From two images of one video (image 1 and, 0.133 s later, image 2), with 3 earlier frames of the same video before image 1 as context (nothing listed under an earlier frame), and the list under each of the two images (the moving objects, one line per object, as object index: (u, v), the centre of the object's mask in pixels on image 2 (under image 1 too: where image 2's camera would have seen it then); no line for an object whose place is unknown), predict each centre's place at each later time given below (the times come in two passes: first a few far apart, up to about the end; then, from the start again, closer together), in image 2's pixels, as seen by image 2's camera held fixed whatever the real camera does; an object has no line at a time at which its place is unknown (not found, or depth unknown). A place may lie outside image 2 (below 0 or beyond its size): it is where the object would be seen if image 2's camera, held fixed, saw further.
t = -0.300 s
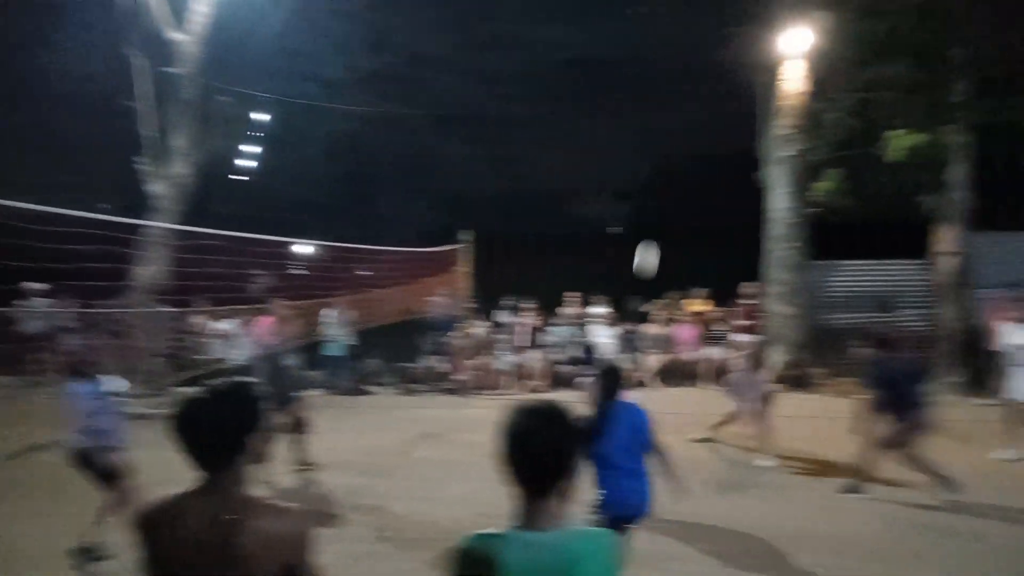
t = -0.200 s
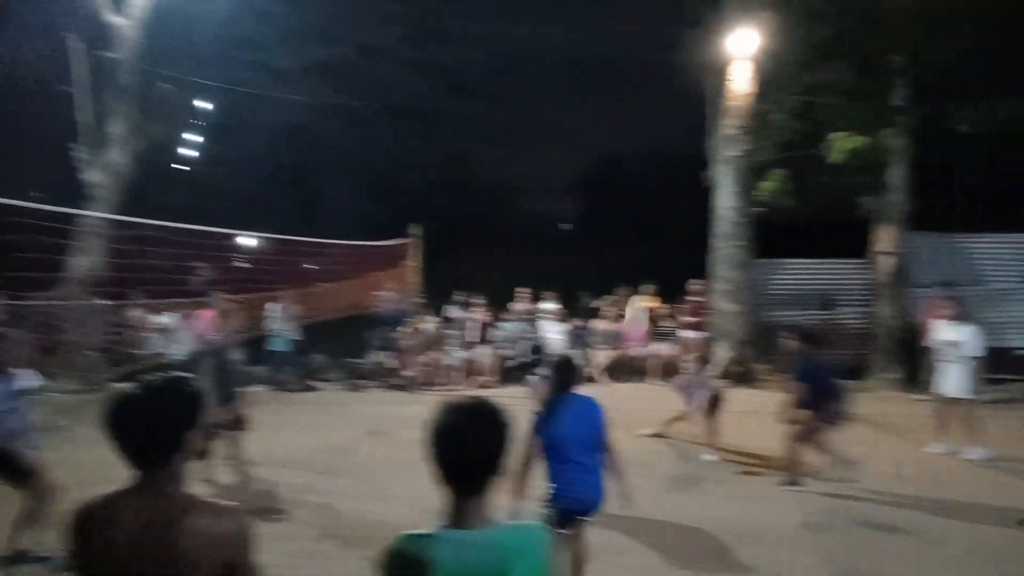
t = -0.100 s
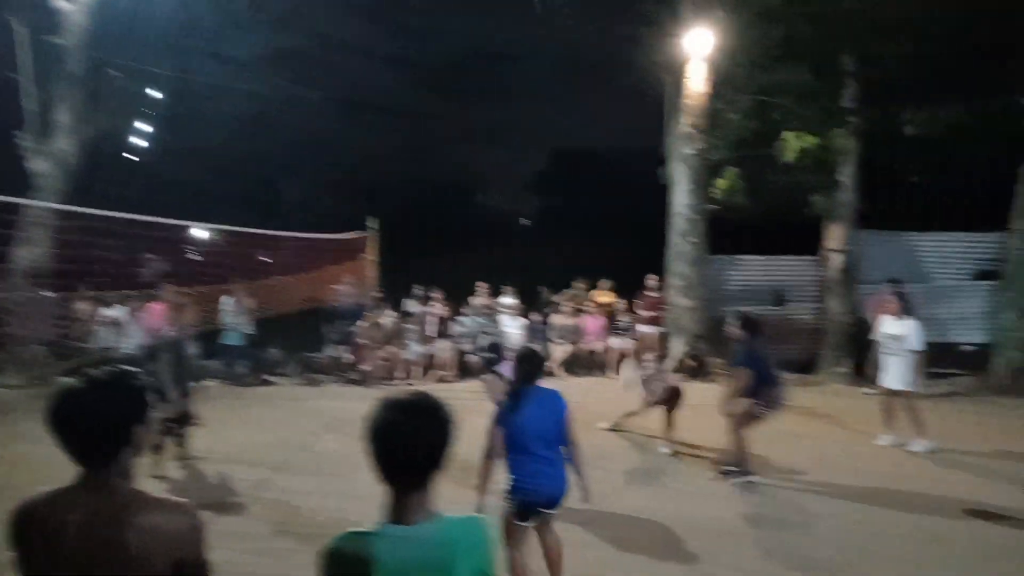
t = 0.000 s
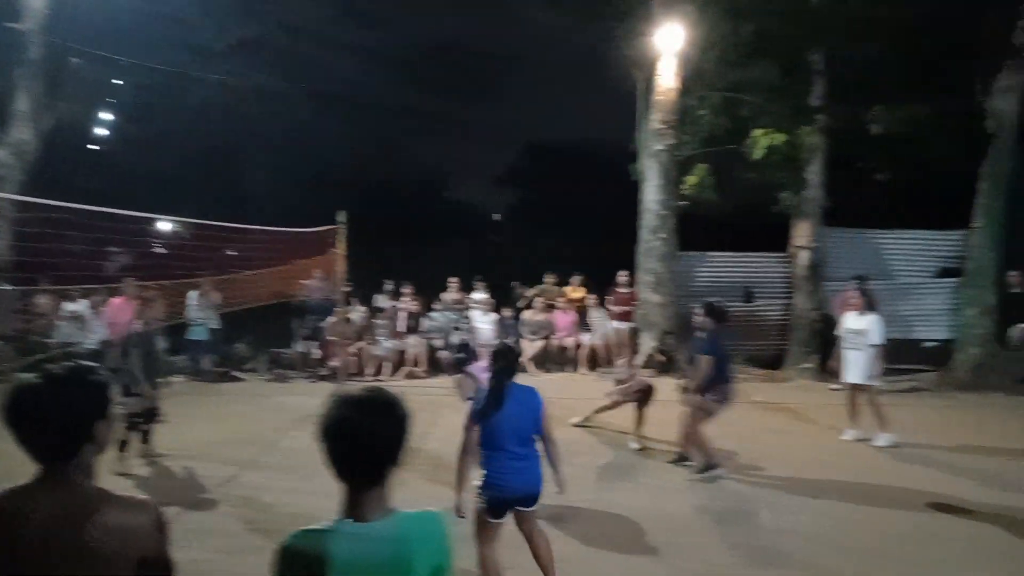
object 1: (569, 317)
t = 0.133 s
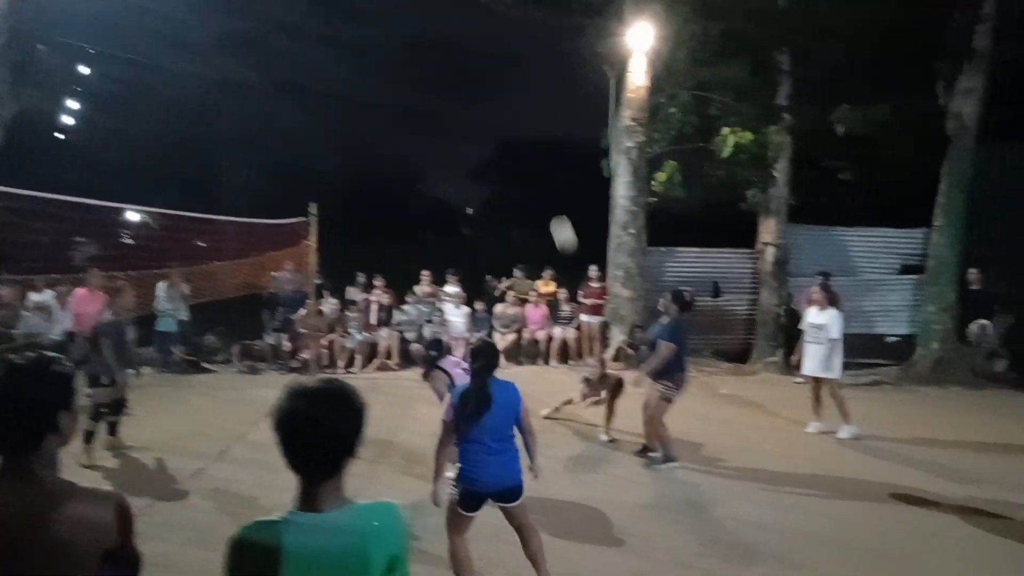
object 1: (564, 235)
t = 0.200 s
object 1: (559, 200)
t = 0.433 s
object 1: (539, 112)
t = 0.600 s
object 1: (524, 87)
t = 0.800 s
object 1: (505, 94)
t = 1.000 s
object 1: (485, 143)
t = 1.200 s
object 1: (464, 229)
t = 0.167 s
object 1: (561, 217)
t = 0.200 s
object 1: (559, 200)
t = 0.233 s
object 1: (556, 184)
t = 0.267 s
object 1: (554, 169)
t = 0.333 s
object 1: (548, 143)
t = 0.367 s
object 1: (546, 132)
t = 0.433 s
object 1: (539, 112)
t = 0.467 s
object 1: (536, 105)
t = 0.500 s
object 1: (533, 99)
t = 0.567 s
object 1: (527, 90)
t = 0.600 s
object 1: (524, 87)
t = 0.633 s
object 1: (521, 85)
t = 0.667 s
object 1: (518, 84)
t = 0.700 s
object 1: (515, 85)
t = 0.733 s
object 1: (512, 87)
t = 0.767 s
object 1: (508, 90)
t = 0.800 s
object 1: (505, 94)
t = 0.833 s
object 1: (502, 100)
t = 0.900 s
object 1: (495, 113)
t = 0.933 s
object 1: (492, 122)
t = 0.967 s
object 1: (488, 132)
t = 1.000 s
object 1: (485, 143)
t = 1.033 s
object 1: (481, 155)
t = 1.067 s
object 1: (478, 168)
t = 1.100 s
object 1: (474, 182)
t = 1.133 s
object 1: (471, 197)
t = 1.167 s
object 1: (467, 213)
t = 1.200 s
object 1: (464, 229)
